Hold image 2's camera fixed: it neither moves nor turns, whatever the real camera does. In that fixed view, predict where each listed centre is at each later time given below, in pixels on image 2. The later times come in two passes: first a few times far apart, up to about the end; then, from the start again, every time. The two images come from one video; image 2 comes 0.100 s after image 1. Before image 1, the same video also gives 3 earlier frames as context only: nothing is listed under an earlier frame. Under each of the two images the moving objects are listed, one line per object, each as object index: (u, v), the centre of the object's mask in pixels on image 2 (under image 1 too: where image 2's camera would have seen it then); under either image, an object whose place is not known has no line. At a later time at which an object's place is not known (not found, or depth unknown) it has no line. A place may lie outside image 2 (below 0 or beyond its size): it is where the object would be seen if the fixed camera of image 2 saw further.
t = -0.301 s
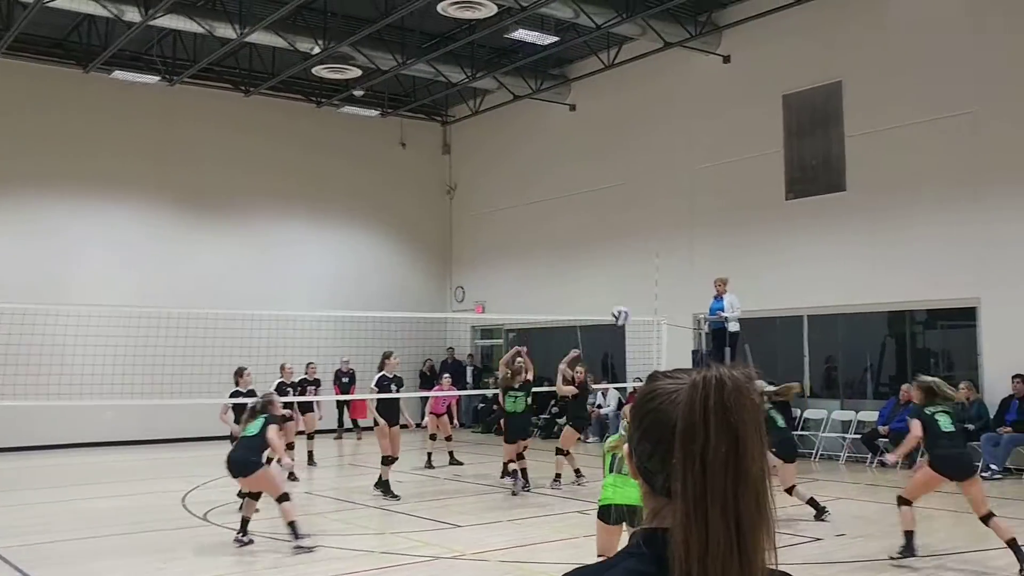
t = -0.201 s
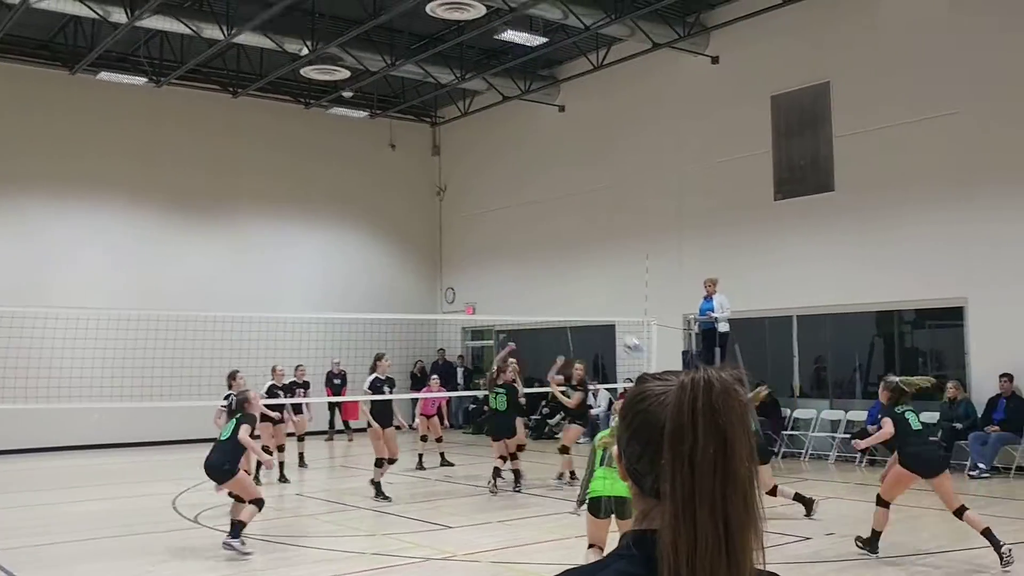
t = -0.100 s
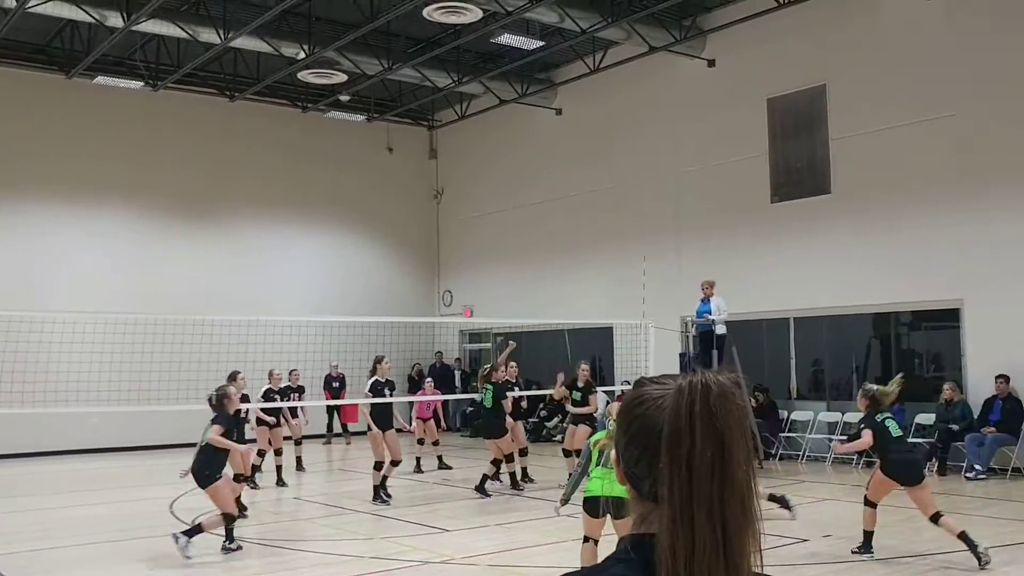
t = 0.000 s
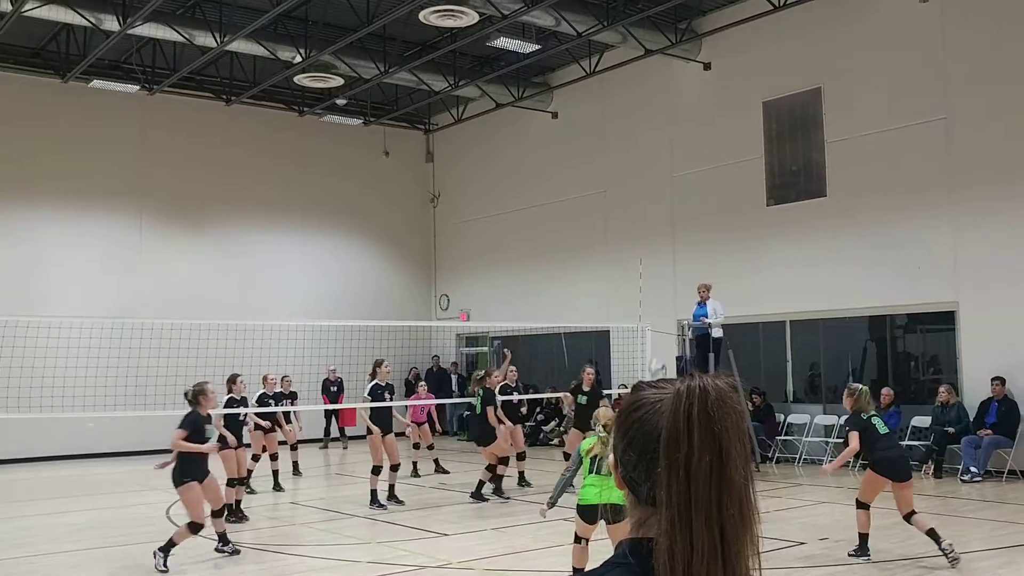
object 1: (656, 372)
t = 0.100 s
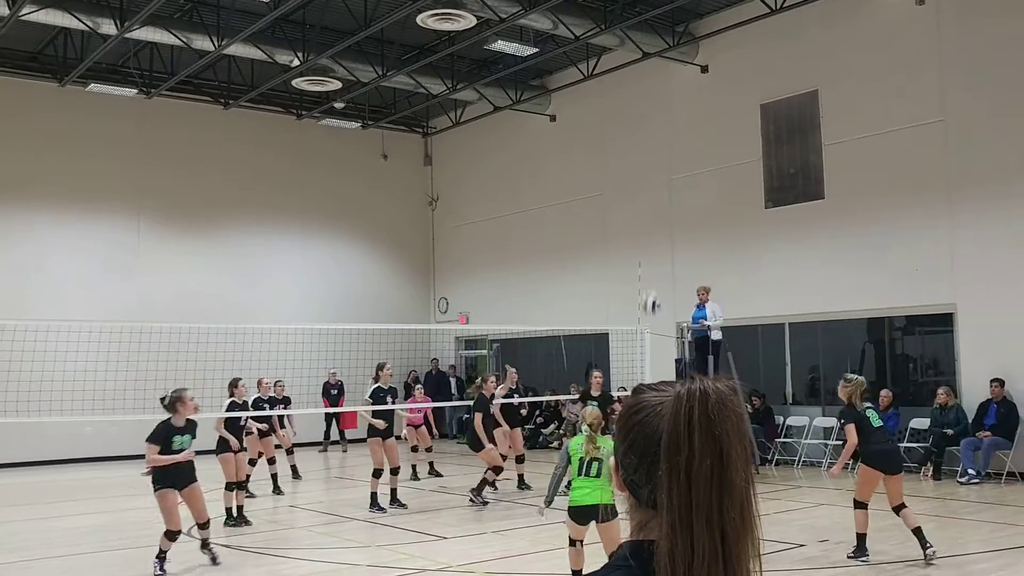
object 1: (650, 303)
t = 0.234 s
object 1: (645, 223)
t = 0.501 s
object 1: (637, 103)
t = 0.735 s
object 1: (630, 46)
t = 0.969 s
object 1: (628, 41)
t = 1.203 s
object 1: (626, 103)
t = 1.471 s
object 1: (624, 279)
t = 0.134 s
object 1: (649, 281)
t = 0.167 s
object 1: (647, 261)
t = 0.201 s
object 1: (647, 240)
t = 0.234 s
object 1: (645, 223)
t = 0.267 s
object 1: (643, 205)
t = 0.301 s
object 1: (642, 188)
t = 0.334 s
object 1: (641, 171)
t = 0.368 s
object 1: (640, 157)
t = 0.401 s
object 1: (639, 142)
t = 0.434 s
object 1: (638, 127)
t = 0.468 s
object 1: (637, 115)
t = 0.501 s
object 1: (637, 103)
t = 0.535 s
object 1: (635, 91)
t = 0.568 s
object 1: (635, 80)
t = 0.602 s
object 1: (634, 72)
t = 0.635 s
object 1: (633, 63)
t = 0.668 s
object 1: (633, 57)
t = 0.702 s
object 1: (630, 51)
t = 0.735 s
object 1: (630, 46)
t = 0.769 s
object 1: (631, 41)
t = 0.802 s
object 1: (631, 38)
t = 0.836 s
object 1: (630, 37)
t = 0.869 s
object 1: (627, 36)
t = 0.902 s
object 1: (630, 37)
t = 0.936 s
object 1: (627, 38)
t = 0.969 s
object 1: (628, 41)
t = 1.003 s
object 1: (628, 46)
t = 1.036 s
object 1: (628, 52)
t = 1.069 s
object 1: (628, 59)
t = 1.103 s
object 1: (627, 68)
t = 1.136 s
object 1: (626, 78)
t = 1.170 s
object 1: (626, 90)
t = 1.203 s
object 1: (626, 103)
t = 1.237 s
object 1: (626, 119)
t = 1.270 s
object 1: (626, 137)
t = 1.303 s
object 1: (625, 156)
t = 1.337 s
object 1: (625, 175)
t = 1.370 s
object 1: (625, 199)
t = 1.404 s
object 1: (624, 224)
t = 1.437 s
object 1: (625, 251)
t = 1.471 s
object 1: (624, 279)
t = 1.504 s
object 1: (624, 311)
